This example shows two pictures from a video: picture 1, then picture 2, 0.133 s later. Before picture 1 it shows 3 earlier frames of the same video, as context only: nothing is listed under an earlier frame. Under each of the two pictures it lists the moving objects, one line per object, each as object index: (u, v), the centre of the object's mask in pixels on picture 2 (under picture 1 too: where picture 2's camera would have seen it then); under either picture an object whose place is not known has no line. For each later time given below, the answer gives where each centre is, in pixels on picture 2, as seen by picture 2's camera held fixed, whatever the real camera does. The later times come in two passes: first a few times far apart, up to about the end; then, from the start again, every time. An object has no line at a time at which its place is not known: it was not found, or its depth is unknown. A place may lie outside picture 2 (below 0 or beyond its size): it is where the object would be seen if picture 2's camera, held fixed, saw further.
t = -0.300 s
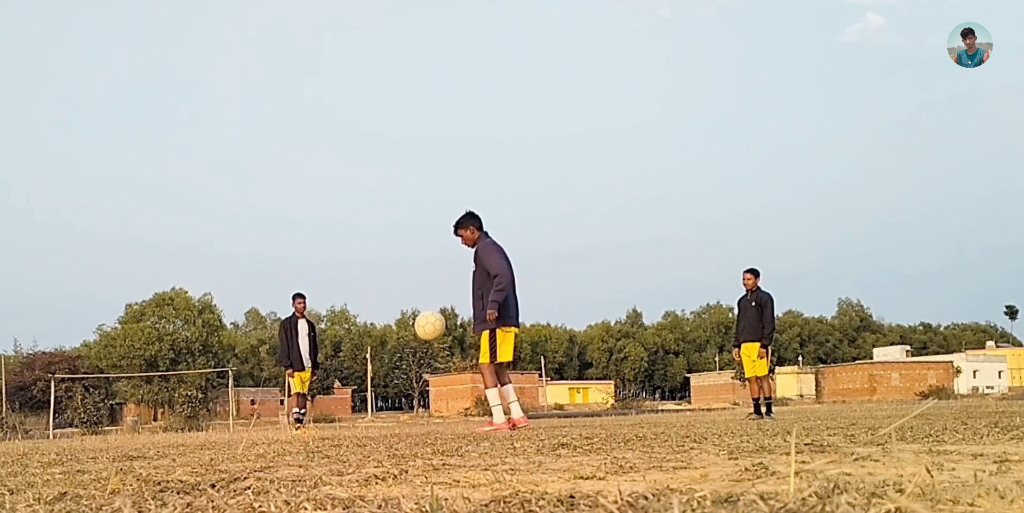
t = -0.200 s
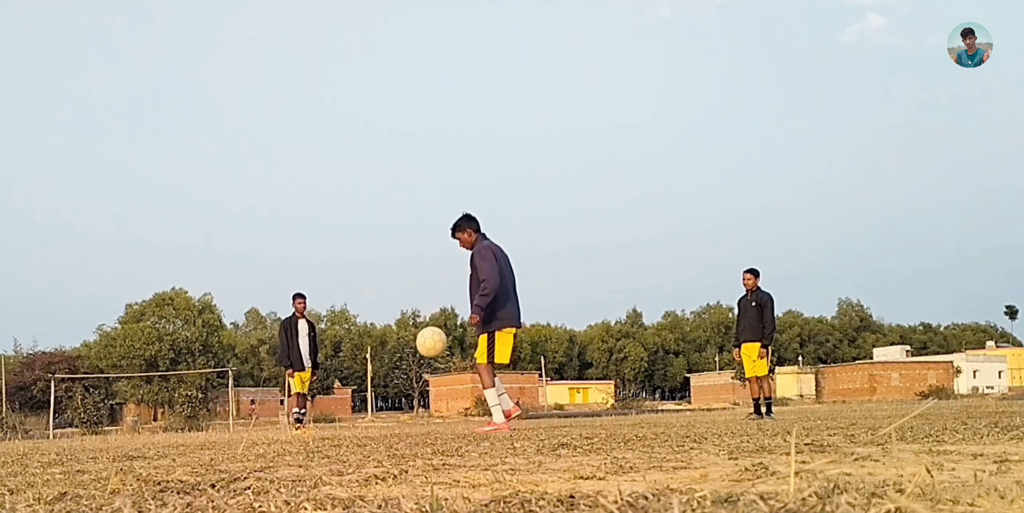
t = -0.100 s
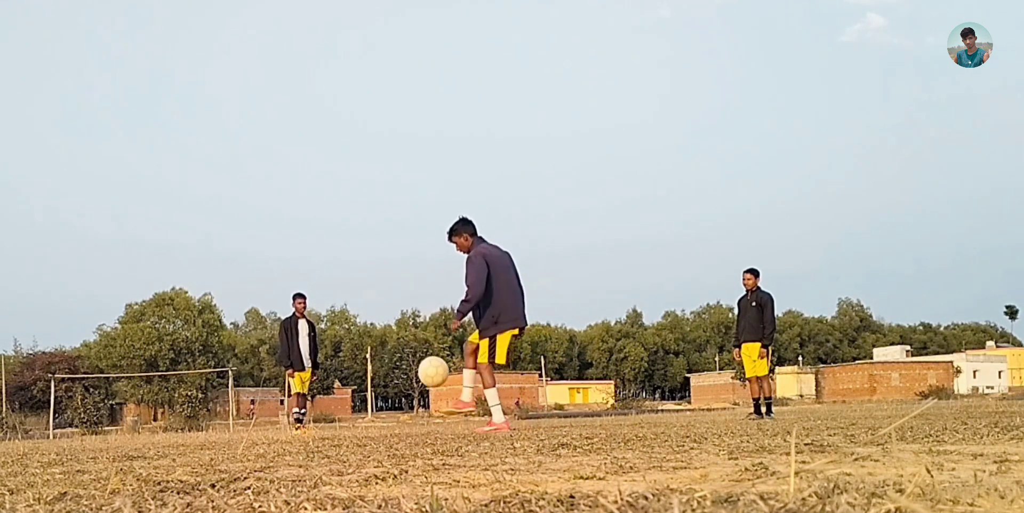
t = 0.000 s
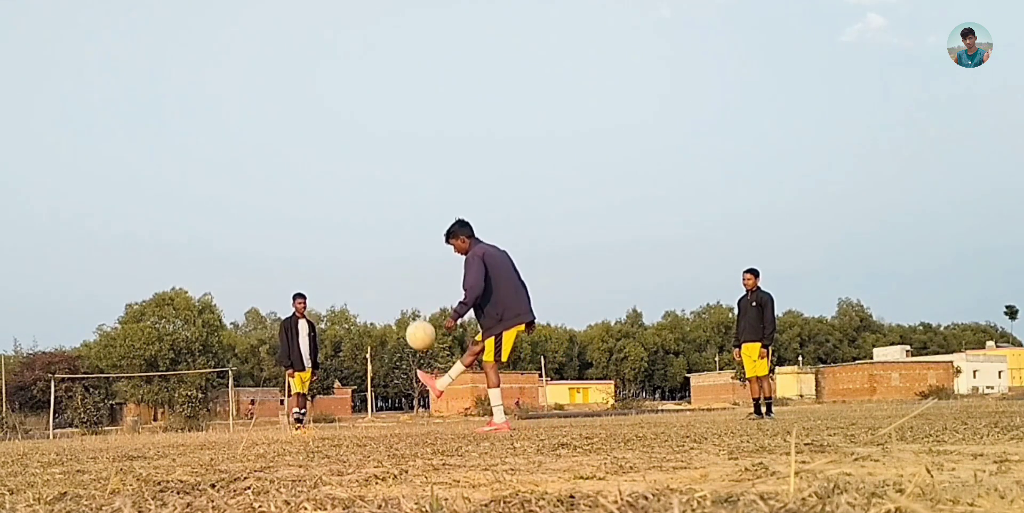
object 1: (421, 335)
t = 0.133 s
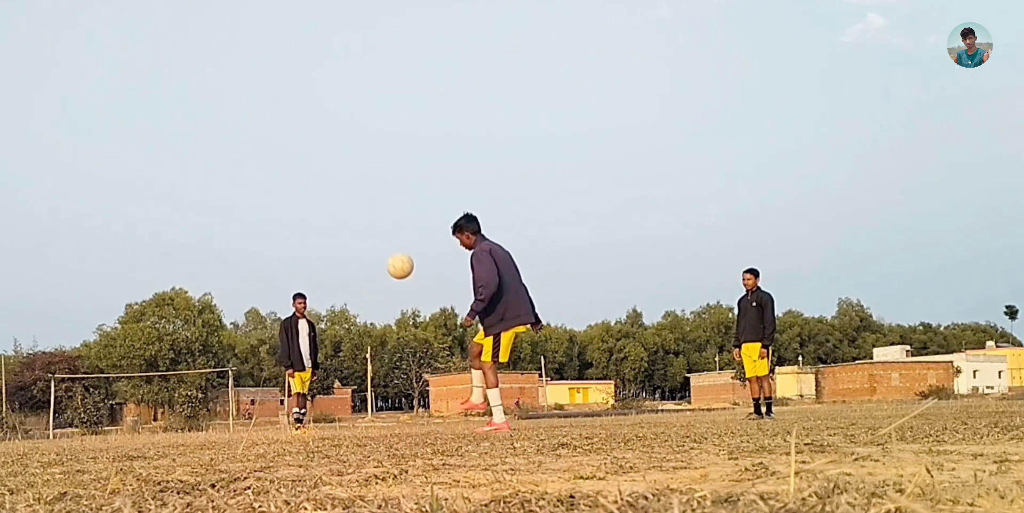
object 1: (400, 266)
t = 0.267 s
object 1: (383, 224)
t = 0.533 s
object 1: (359, 207)
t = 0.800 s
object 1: (343, 258)
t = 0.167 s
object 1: (396, 253)
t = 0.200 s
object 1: (391, 242)
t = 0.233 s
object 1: (387, 232)
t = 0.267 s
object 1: (383, 224)
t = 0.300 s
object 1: (380, 217)
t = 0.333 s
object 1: (376, 212)
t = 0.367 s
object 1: (373, 208)
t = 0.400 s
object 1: (370, 205)
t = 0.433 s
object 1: (367, 204)
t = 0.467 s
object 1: (364, 204)
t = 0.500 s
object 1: (362, 205)
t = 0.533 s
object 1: (359, 207)
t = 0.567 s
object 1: (356, 210)
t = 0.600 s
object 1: (354, 214)
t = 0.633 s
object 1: (352, 219)
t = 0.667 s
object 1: (350, 225)
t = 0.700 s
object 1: (348, 232)
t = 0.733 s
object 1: (346, 240)
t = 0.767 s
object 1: (345, 249)
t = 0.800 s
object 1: (343, 258)
